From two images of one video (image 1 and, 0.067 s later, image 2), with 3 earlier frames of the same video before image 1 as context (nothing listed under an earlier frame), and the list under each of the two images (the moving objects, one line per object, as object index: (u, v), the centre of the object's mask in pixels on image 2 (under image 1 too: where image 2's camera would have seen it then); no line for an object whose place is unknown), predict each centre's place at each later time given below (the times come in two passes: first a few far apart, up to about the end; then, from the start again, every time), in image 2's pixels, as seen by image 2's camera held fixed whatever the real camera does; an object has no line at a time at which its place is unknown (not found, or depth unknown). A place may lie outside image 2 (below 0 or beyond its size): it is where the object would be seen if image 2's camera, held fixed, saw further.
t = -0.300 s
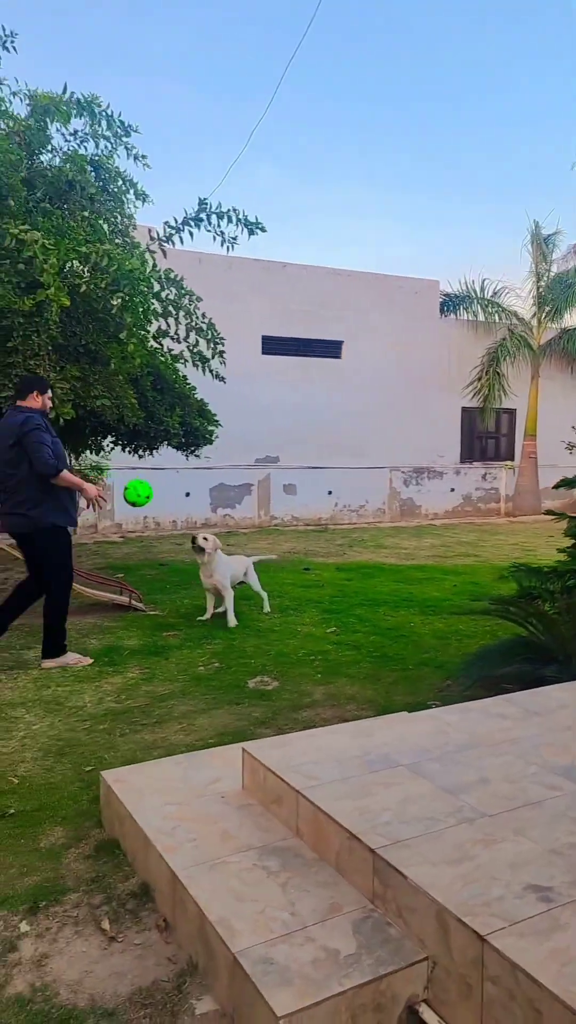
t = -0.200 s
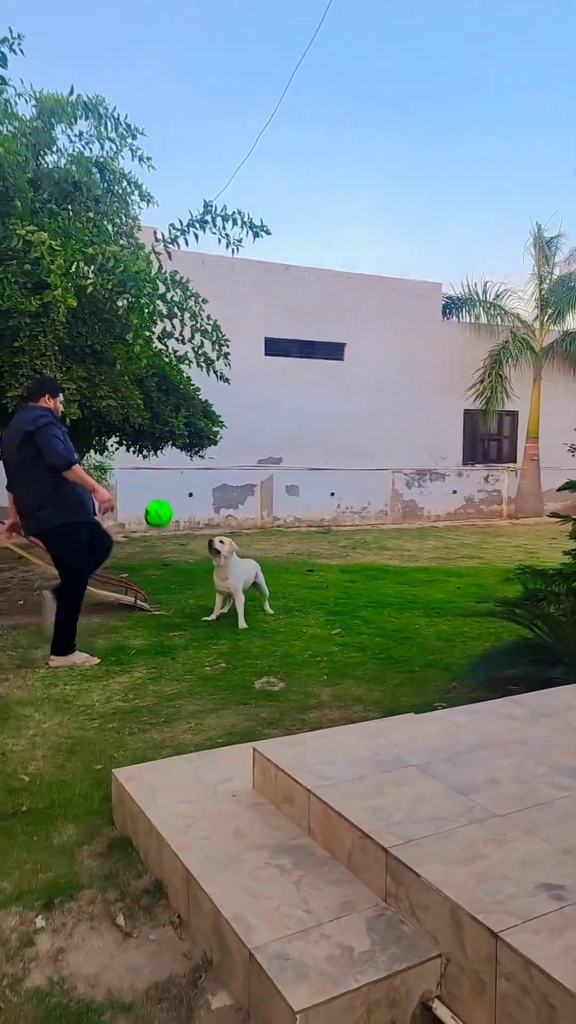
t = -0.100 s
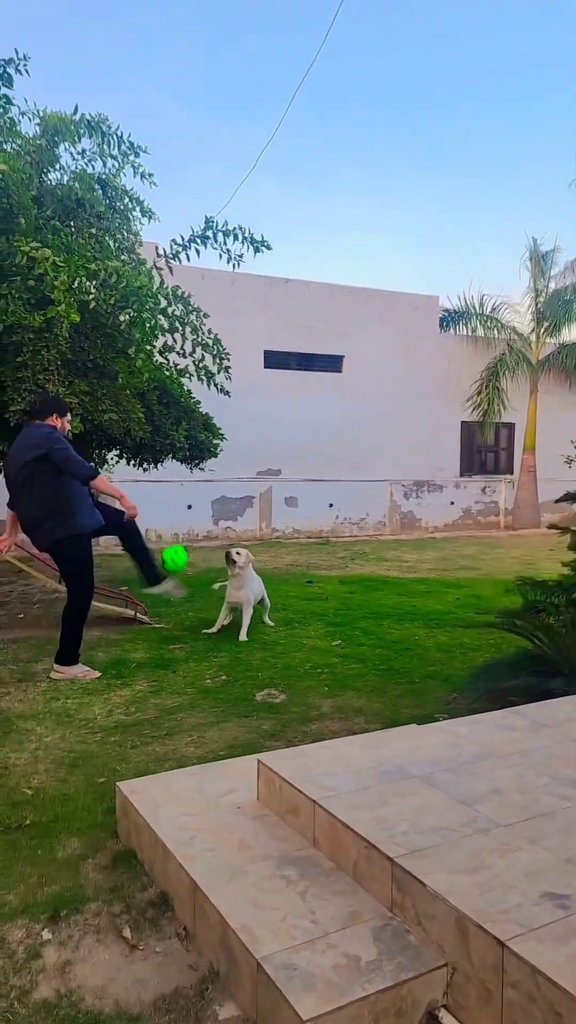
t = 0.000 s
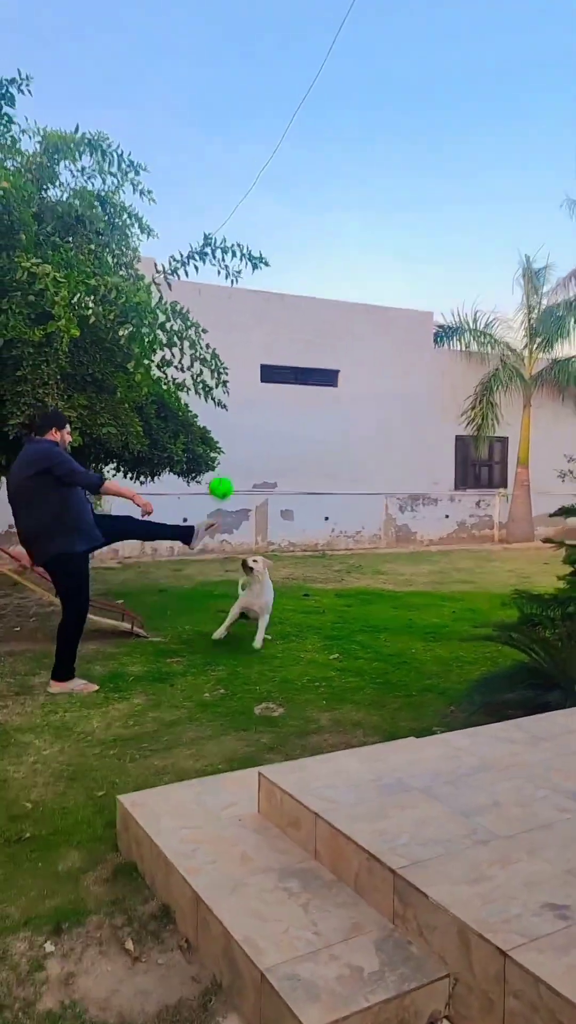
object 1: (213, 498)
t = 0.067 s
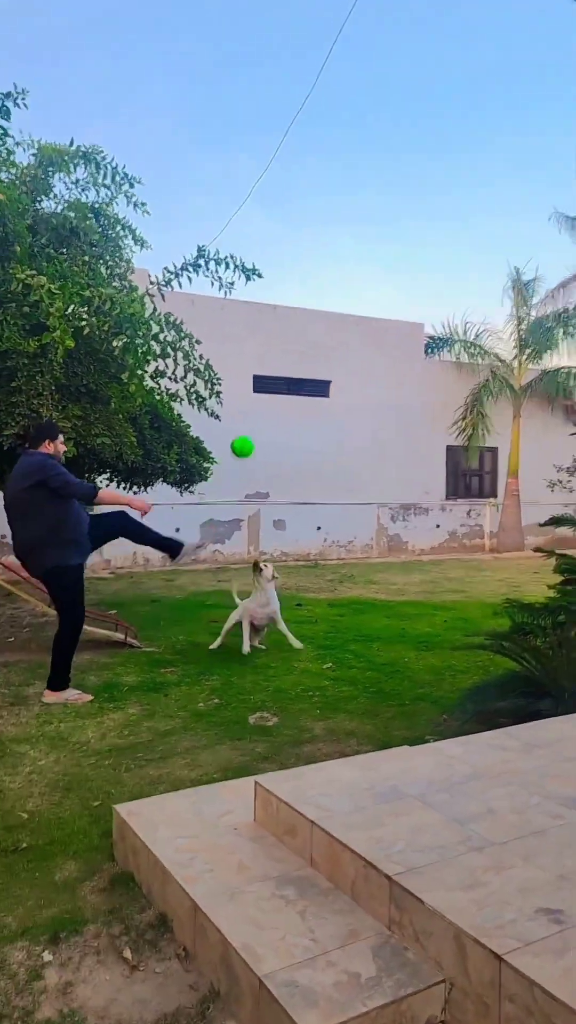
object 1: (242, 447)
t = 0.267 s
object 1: (306, 357)
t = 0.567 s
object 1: (362, 326)
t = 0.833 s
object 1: (392, 357)
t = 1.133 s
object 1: (415, 428)
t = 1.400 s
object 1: (431, 510)
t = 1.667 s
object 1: (436, 533)
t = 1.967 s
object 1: (450, 512)
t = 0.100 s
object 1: (255, 426)
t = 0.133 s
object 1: (267, 408)
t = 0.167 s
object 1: (278, 392)
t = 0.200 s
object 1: (288, 378)
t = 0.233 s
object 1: (298, 367)
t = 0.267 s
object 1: (306, 357)
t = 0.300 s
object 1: (314, 349)
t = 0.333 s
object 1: (322, 342)
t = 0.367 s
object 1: (329, 336)
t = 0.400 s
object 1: (336, 332)
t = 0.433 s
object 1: (341, 329)
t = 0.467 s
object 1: (347, 327)
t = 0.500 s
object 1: (353, 326)
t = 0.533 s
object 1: (358, 326)
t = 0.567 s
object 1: (362, 326)
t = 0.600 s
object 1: (367, 328)
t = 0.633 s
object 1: (371, 330)
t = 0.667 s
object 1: (375, 333)
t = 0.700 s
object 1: (379, 337)
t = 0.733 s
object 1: (382, 341)
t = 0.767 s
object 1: (386, 345)
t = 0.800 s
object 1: (389, 351)
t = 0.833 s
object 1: (392, 357)
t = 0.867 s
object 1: (396, 363)
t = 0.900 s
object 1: (398, 370)
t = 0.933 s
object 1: (401, 376)
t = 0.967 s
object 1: (404, 384)
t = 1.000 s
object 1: (407, 393)
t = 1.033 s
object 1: (409, 401)
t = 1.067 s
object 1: (411, 409)
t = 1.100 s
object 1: (414, 418)
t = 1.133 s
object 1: (415, 428)
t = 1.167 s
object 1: (418, 437)
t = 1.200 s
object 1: (420, 447)
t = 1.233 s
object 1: (422, 457)
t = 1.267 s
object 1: (424, 467)
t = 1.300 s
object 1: (425, 478)
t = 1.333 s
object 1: (428, 489)
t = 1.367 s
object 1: (429, 499)
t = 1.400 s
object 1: (431, 510)
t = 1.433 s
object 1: (434, 522)
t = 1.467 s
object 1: (435, 534)
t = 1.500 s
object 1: (437, 547)
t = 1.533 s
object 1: (437, 555)
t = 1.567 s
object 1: (437, 549)
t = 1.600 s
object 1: (437, 543)
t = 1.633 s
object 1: (436, 538)
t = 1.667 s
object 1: (436, 533)
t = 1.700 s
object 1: (435, 529)
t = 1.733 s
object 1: (435, 525)
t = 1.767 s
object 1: (436, 522)
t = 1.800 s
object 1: (439, 520)
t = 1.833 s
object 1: (441, 516)
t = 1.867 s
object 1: (443, 514)
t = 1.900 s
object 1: (445, 513)
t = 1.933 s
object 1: (448, 513)
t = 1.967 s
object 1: (450, 512)
